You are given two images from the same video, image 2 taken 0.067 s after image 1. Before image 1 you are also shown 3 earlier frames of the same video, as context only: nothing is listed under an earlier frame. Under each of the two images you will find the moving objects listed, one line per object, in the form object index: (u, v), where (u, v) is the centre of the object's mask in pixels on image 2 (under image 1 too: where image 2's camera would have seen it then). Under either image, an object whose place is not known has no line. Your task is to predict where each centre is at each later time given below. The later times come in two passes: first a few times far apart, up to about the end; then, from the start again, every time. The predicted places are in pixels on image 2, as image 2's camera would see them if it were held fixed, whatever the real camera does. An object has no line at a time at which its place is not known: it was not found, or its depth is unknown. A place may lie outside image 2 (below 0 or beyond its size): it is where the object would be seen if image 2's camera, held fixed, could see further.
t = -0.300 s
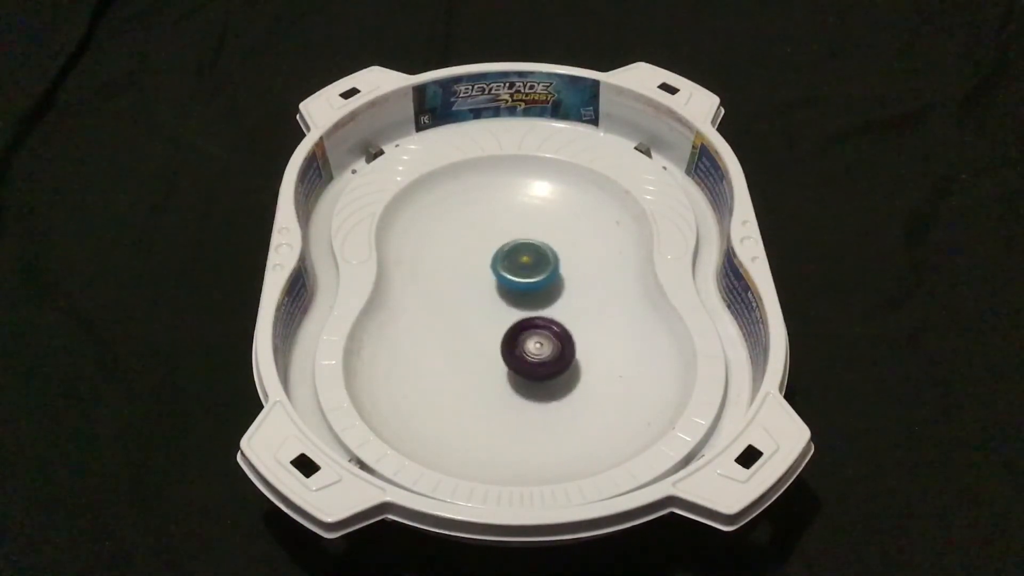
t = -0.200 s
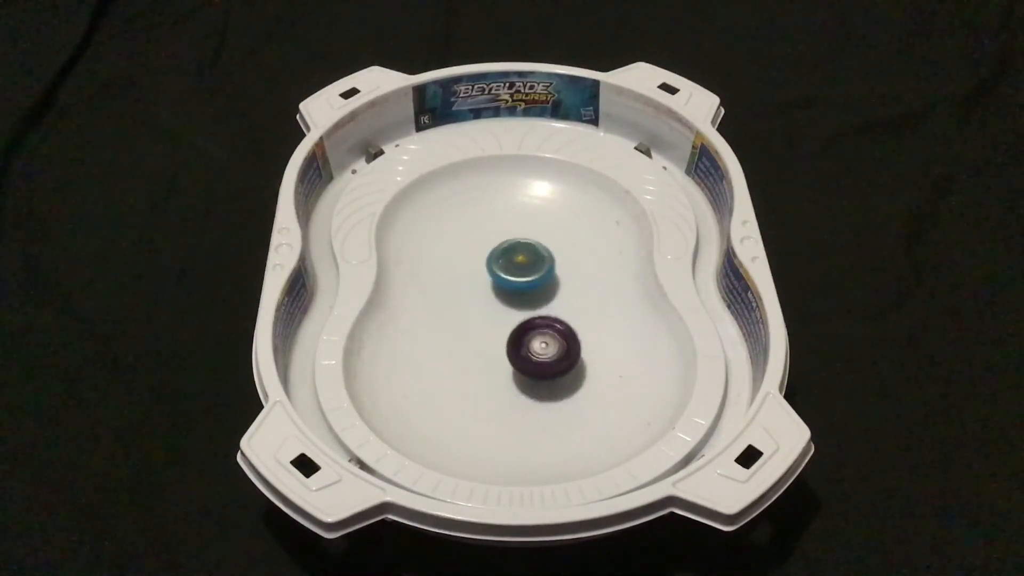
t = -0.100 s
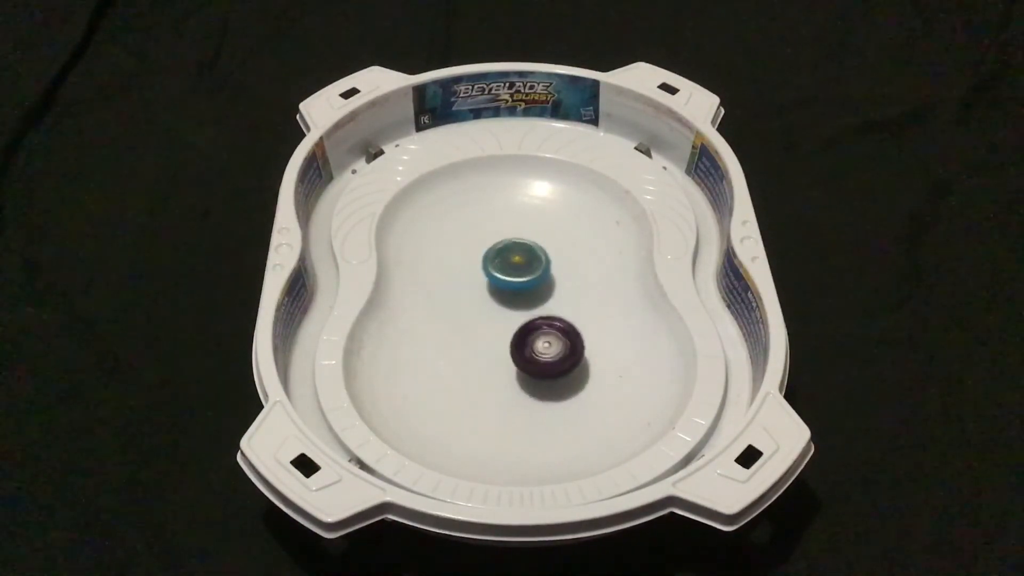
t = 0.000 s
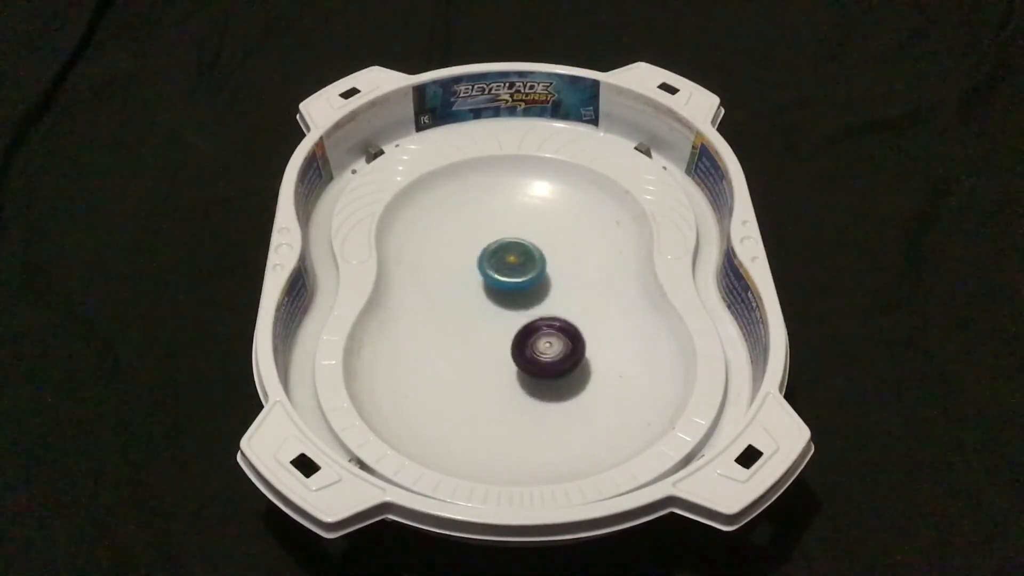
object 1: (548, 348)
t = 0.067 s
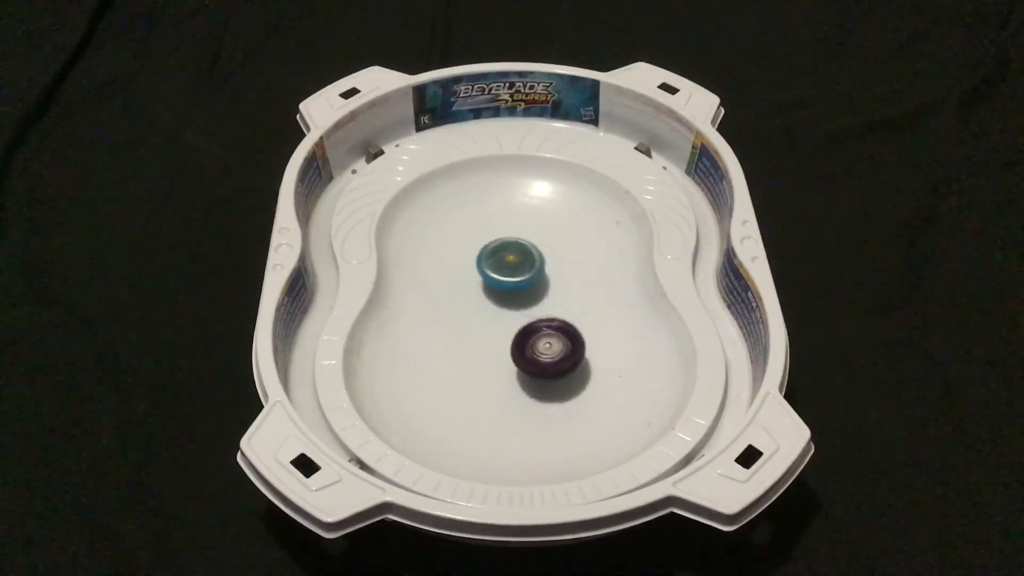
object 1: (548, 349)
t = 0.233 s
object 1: (543, 352)
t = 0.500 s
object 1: (524, 359)
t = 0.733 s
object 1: (509, 359)
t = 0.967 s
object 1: (503, 358)
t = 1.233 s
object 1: (507, 355)
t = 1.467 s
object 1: (518, 360)
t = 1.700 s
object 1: (530, 368)
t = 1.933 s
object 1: (539, 372)
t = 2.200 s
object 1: (563, 394)
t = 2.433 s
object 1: (561, 386)
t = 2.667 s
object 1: (535, 358)
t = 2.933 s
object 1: (507, 343)
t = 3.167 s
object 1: (508, 330)
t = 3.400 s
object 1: (512, 331)
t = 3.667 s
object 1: (515, 339)
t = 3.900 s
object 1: (512, 348)
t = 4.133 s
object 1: (505, 358)
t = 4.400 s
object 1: (502, 365)
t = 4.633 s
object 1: (506, 369)
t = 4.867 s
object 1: (518, 370)
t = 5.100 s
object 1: (533, 370)
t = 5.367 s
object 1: (543, 368)
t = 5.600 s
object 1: (546, 363)
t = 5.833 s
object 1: (540, 356)
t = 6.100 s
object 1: (534, 350)
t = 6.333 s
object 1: (531, 349)
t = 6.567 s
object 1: (530, 351)
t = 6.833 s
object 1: (528, 367)
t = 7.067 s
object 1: (526, 372)
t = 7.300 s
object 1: (519, 373)
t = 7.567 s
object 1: (512, 376)
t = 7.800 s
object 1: (510, 372)
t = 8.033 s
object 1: (518, 366)
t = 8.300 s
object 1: (532, 365)
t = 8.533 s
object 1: (541, 368)
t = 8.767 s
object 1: (540, 369)
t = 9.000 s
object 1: (535, 361)
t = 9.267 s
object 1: (537, 353)
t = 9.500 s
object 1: (544, 351)
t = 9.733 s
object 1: (542, 354)
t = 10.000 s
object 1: (528, 356)
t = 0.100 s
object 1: (547, 349)
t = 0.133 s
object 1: (546, 350)
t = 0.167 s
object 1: (545, 351)
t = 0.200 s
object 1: (544, 351)
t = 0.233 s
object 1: (543, 352)
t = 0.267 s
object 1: (541, 353)
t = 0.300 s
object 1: (539, 354)
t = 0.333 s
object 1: (537, 355)
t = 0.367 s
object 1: (534, 356)
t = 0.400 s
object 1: (532, 357)
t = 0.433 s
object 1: (529, 358)
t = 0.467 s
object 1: (527, 358)
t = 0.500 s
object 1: (524, 359)
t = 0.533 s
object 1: (522, 359)
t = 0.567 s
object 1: (520, 360)
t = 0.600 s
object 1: (517, 360)
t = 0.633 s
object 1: (515, 360)
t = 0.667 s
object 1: (513, 360)
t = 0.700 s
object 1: (511, 360)
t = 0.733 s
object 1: (509, 359)
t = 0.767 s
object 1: (508, 359)
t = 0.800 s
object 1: (507, 359)
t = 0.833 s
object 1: (506, 359)
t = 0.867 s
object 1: (505, 359)
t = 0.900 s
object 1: (504, 359)
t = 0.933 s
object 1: (503, 358)
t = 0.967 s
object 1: (503, 358)
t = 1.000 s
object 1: (503, 357)
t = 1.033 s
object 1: (503, 356)
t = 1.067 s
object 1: (503, 356)
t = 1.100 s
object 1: (504, 355)
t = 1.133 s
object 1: (505, 355)
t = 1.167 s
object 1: (505, 355)
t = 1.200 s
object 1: (506, 355)
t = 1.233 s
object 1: (507, 355)
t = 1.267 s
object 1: (508, 355)
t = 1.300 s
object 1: (510, 355)
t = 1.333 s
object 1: (511, 356)
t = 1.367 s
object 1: (513, 357)
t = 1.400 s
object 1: (514, 358)
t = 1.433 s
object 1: (516, 359)
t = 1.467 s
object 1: (518, 360)
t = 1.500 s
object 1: (520, 361)
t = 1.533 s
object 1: (521, 362)
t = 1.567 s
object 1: (523, 363)
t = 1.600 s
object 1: (525, 364)
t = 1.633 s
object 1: (526, 365)
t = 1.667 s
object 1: (528, 367)
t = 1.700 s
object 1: (530, 368)
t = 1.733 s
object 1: (531, 369)
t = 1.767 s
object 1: (532, 370)
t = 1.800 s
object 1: (534, 371)
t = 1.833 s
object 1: (536, 372)
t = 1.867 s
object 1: (537, 372)
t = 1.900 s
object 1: (539, 372)
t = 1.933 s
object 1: (539, 372)
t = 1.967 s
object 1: (543, 378)
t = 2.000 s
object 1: (549, 386)
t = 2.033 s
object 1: (553, 390)
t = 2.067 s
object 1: (556, 392)
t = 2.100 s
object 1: (559, 393)
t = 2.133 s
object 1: (561, 394)
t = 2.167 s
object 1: (562, 394)
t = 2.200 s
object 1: (563, 394)
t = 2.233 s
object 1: (564, 394)
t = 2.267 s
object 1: (564, 394)
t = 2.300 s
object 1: (565, 393)
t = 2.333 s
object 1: (564, 392)
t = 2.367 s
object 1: (564, 390)
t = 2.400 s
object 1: (563, 388)
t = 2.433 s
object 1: (561, 386)
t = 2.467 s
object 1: (560, 383)
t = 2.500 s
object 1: (558, 380)
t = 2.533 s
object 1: (555, 377)
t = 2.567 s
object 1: (552, 372)
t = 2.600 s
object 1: (547, 366)
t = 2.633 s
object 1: (542, 359)
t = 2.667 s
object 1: (535, 358)
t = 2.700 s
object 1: (531, 355)
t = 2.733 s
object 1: (526, 353)
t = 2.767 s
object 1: (520, 352)
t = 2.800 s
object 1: (517, 350)
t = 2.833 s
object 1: (514, 349)
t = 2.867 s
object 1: (511, 347)
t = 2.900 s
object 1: (509, 345)
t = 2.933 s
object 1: (507, 343)
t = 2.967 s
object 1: (506, 341)
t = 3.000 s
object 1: (506, 338)
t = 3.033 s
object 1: (505, 336)
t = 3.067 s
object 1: (506, 334)
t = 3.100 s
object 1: (507, 332)
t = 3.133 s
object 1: (508, 330)
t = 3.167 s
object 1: (508, 330)
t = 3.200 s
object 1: (509, 329)
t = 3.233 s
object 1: (509, 329)
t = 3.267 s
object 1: (508, 329)
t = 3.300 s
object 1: (509, 329)
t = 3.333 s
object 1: (510, 330)
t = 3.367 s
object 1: (511, 331)
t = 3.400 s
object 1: (512, 331)
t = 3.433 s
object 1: (513, 332)
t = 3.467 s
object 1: (513, 332)
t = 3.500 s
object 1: (514, 333)
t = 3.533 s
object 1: (514, 334)
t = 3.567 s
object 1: (514, 335)
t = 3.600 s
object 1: (515, 336)
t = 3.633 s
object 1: (515, 338)
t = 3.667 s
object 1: (515, 339)
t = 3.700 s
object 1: (515, 340)
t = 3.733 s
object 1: (515, 341)
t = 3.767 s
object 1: (515, 343)
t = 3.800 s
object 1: (514, 344)
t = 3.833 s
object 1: (514, 346)
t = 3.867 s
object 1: (513, 347)
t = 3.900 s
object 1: (512, 348)
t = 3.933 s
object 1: (511, 350)
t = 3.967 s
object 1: (510, 352)
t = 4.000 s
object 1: (509, 353)
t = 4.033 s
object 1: (508, 354)
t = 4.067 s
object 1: (507, 356)
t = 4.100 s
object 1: (506, 357)
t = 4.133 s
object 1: (505, 358)
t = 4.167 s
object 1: (504, 359)
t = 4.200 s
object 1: (503, 361)
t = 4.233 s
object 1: (503, 362)
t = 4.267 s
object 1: (502, 363)
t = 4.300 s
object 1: (502, 363)
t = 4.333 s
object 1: (502, 364)
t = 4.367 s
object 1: (502, 364)
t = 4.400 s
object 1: (502, 365)
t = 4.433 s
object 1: (502, 366)
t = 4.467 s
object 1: (503, 366)
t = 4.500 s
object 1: (503, 366)
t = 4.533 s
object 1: (503, 367)
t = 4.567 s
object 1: (504, 368)
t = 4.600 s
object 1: (505, 368)
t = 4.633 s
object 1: (506, 369)
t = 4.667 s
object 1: (508, 369)
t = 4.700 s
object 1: (509, 369)
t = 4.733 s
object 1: (510, 369)
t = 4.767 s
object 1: (512, 369)
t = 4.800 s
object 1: (514, 370)
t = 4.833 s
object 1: (516, 370)
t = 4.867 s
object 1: (518, 370)
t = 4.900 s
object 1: (520, 369)
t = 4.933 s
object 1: (522, 370)
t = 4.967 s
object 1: (524, 370)
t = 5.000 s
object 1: (527, 370)
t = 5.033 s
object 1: (529, 370)
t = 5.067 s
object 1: (531, 370)
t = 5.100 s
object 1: (533, 370)
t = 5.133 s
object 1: (535, 370)
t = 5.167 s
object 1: (536, 370)
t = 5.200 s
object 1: (538, 370)
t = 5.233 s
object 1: (539, 369)
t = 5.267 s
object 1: (541, 369)
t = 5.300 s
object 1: (541, 368)
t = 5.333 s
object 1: (542, 368)
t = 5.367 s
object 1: (543, 368)
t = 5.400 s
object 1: (544, 367)
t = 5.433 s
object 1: (545, 366)
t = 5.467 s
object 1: (545, 366)
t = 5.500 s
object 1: (545, 365)
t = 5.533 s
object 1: (545, 365)
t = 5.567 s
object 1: (546, 364)
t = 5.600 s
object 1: (546, 363)
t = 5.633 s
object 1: (545, 362)
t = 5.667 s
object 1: (545, 361)
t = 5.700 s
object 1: (544, 360)
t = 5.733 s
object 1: (543, 359)
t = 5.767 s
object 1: (542, 358)
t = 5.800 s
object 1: (541, 357)
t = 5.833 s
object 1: (540, 356)
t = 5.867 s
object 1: (539, 356)
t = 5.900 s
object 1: (538, 355)
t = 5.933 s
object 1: (537, 353)
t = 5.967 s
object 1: (536, 352)
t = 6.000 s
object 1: (535, 352)
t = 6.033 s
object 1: (535, 351)
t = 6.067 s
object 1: (534, 351)
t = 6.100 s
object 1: (534, 350)
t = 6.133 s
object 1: (533, 350)
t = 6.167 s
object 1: (532, 350)
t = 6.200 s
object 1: (532, 349)
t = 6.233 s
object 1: (532, 349)
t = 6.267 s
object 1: (532, 349)
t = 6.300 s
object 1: (531, 349)
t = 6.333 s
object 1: (531, 349)
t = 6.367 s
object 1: (531, 349)
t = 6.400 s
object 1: (531, 349)
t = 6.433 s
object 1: (531, 349)
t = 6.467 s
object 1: (531, 350)
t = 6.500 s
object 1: (530, 350)
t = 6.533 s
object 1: (530, 350)
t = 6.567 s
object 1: (530, 351)
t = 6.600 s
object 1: (530, 352)
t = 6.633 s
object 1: (530, 355)
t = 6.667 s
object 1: (529, 360)
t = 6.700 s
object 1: (528, 361)
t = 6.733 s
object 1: (529, 362)
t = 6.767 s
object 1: (529, 364)
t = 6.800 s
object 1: (528, 366)
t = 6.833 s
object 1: (528, 367)
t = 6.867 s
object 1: (528, 369)
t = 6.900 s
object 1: (528, 370)
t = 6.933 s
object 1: (528, 371)
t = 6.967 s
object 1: (527, 371)
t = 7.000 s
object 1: (527, 372)
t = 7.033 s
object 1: (527, 372)
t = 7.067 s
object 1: (526, 372)
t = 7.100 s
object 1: (525, 371)
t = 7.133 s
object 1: (524, 371)
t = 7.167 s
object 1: (522, 372)
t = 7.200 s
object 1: (519, 373)
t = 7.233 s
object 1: (520, 373)
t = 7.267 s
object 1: (520, 373)
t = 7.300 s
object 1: (519, 373)
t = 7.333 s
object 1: (518, 373)
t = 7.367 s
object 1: (517, 374)
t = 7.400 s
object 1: (515, 377)
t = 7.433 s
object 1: (513, 377)
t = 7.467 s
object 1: (513, 377)
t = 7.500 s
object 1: (513, 377)
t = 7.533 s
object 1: (511, 377)
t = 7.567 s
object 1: (512, 376)
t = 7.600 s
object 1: (512, 375)
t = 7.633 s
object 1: (512, 374)
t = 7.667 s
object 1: (509, 376)
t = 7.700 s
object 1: (508, 374)
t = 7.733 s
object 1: (508, 374)
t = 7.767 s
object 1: (509, 374)
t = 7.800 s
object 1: (510, 372)
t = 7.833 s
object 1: (511, 371)
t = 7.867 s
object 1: (512, 370)
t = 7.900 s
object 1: (512, 370)
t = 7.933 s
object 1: (514, 368)
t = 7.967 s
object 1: (515, 367)
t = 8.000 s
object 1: (516, 367)
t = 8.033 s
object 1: (518, 366)
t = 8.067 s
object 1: (519, 365)
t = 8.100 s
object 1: (521, 365)
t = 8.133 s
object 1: (523, 364)
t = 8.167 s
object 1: (525, 364)
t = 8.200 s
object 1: (527, 363)
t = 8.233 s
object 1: (528, 364)
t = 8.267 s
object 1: (531, 365)
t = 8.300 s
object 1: (532, 365)
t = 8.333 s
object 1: (534, 366)
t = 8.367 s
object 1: (536, 367)
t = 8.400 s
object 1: (538, 366)
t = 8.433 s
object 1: (538, 367)
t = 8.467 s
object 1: (539, 368)
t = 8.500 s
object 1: (541, 368)
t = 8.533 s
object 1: (541, 368)
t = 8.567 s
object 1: (541, 369)
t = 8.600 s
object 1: (542, 370)
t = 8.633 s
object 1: (542, 370)
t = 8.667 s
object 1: (541, 370)
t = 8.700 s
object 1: (541, 370)
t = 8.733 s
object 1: (541, 370)
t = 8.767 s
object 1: (540, 369)
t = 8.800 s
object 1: (539, 368)
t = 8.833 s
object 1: (539, 368)
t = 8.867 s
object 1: (538, 367)
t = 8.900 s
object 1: (537, 366)
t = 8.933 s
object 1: (536, 364)
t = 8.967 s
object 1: (536, 363)
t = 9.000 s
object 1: (535, 361)
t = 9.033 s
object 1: (534, 360)
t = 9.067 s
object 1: (535, 359)
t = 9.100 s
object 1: (534, 357)
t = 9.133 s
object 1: (534, 356)
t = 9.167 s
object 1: (535, 355)
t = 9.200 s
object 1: (535, 354)
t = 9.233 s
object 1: (535, 353)
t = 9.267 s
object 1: (537, 353)
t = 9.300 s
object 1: (538, 352)
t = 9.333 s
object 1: (539, 351)
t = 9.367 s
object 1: (540, 351)
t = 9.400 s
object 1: (542, 351)
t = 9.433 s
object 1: (542, 351)
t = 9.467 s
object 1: (543, 351)
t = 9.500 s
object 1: (544, 351)
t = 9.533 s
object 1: (544, 351)
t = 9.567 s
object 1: (544, 351)
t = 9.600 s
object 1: (544, 352)
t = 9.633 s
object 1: (544, 352)
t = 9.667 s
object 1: (543, 353)
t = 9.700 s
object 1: (543, 353)
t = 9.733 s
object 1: (542, 354)
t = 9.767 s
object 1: (540, 354)
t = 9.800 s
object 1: (539, 355)
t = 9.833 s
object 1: (537, 355)
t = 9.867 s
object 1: (535, 355)
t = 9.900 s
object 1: (533, 356)
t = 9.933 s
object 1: (532, 356)
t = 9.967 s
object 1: (529, 356)
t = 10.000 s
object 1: (528, 356)
